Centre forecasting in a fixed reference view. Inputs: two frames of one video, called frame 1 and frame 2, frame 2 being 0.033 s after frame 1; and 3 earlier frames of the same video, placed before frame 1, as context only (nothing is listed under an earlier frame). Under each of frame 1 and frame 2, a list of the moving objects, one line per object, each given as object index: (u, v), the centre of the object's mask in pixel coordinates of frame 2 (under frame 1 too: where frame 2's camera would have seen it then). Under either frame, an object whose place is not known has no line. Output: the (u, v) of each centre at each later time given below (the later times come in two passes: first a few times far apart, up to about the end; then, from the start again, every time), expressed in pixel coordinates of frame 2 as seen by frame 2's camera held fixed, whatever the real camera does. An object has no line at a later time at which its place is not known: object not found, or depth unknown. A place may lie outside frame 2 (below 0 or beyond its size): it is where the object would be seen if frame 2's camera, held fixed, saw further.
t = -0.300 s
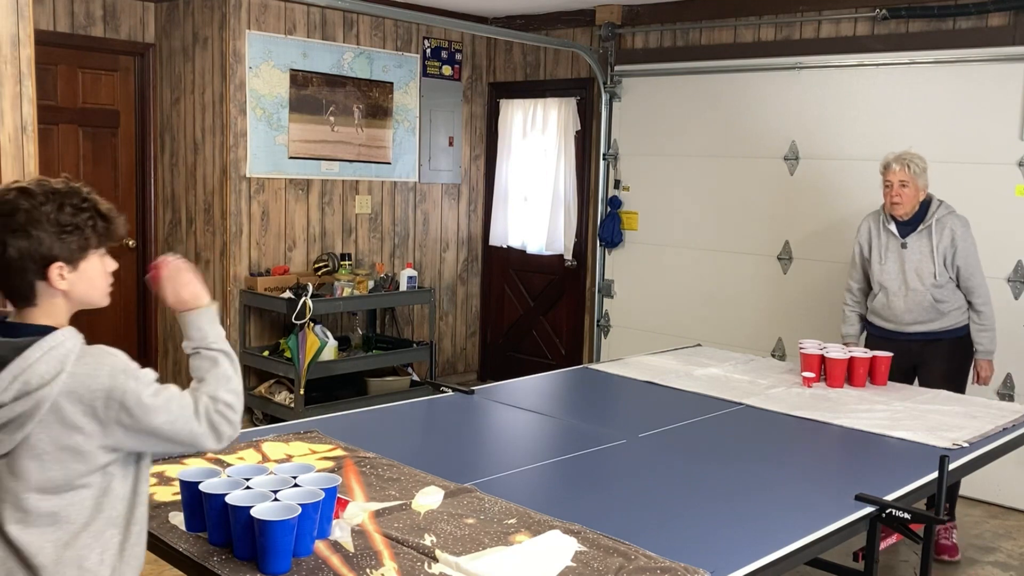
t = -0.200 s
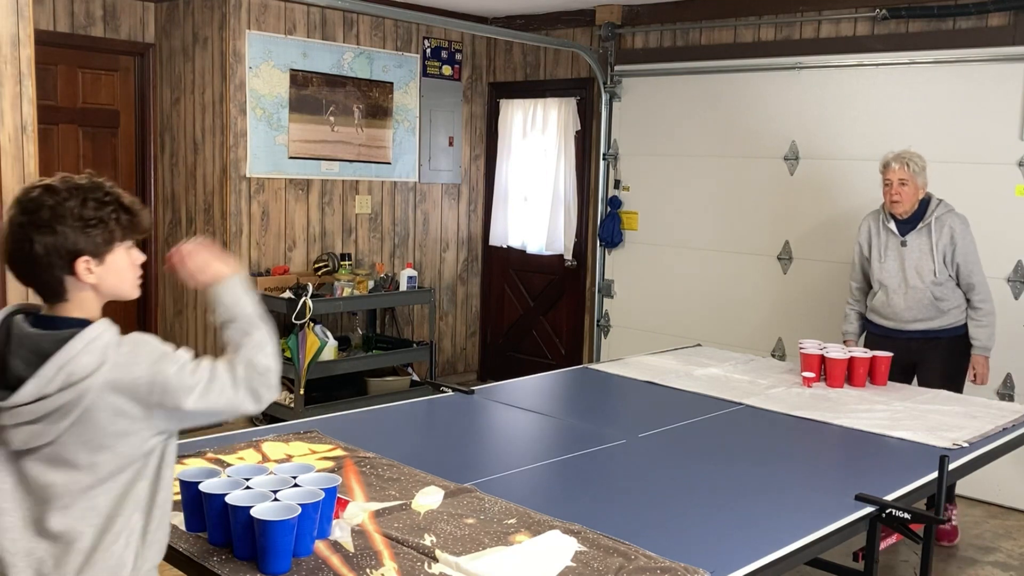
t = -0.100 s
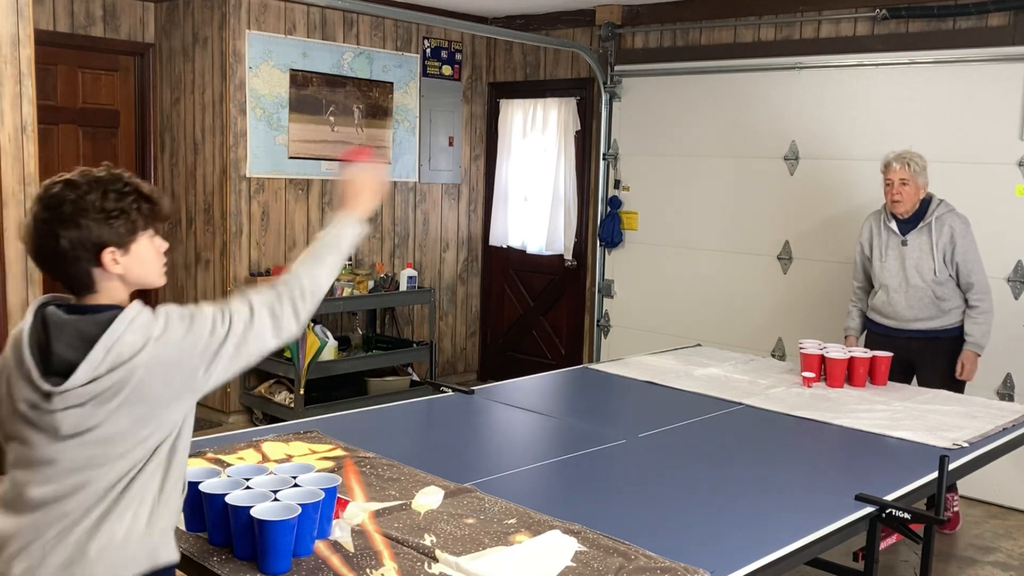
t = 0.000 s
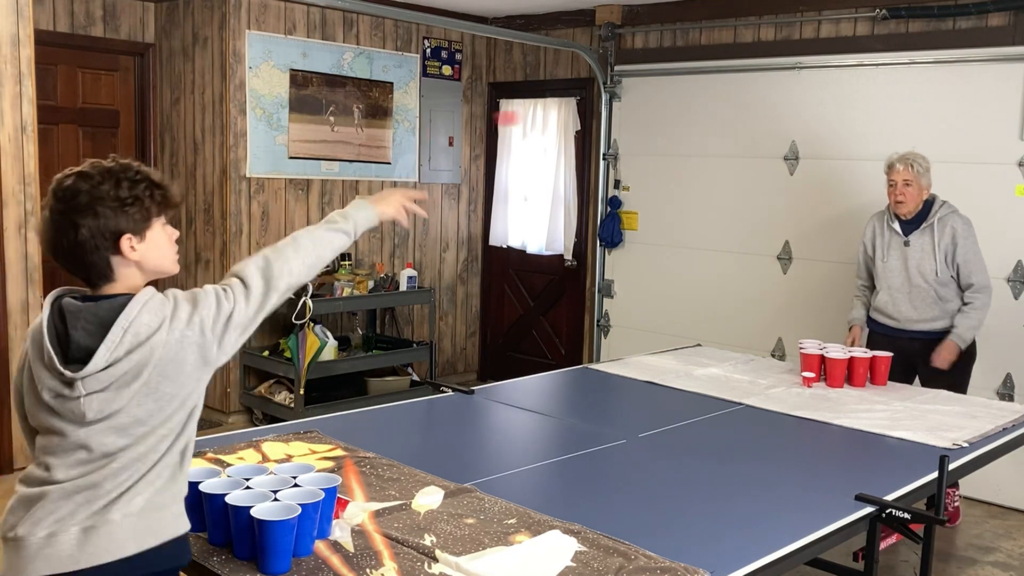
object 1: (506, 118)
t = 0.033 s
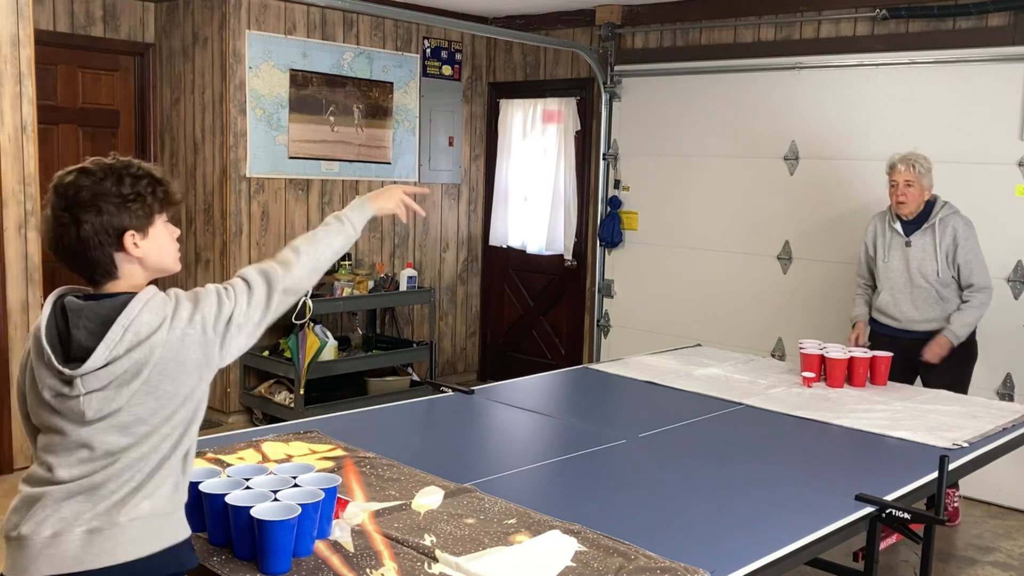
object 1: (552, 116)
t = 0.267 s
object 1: (751, 203)
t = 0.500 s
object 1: (861, 312)
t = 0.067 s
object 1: (589, 119)
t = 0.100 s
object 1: (622, 126)
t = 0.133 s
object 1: (652, 136)
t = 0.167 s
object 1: (680, 150)
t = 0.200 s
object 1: (706, 165)
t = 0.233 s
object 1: (729, 183)
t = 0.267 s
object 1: (751, 203)
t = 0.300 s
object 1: (771, 225)
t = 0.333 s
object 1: (788, 249)
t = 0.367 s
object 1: (805, 274)
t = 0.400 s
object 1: (821, 301)
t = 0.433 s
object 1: (835, 328)
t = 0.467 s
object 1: (848, 333)
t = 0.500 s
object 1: (861, 312)
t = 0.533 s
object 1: (873, 294)
